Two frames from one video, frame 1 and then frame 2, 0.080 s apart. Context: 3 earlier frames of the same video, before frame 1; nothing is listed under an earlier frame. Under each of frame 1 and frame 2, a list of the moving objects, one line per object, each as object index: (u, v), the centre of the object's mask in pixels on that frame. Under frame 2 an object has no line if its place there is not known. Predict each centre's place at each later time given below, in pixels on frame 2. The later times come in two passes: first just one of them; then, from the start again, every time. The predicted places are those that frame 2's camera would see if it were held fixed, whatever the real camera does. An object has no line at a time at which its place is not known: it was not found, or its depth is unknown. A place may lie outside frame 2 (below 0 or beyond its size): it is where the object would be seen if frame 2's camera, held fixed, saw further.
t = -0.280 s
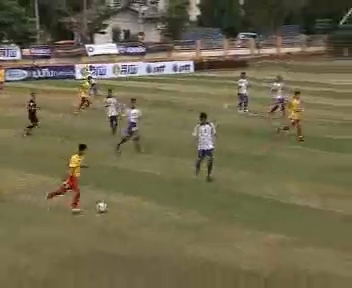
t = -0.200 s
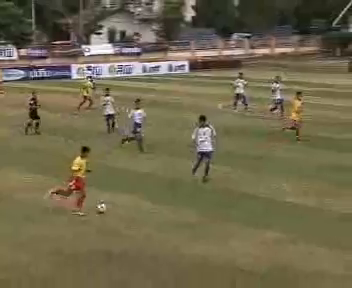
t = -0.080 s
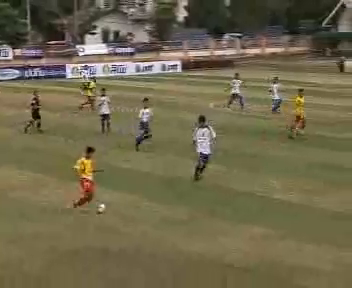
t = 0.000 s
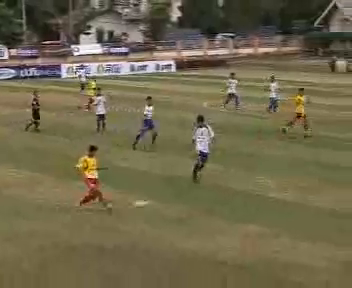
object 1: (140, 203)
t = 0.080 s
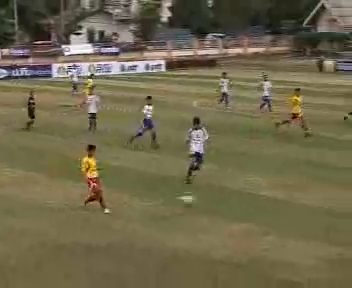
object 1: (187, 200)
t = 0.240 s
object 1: (291, 201)
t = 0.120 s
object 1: (214, 198)
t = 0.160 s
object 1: (240, 199)
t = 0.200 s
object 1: (266, 199)
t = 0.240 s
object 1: (291, 201)
